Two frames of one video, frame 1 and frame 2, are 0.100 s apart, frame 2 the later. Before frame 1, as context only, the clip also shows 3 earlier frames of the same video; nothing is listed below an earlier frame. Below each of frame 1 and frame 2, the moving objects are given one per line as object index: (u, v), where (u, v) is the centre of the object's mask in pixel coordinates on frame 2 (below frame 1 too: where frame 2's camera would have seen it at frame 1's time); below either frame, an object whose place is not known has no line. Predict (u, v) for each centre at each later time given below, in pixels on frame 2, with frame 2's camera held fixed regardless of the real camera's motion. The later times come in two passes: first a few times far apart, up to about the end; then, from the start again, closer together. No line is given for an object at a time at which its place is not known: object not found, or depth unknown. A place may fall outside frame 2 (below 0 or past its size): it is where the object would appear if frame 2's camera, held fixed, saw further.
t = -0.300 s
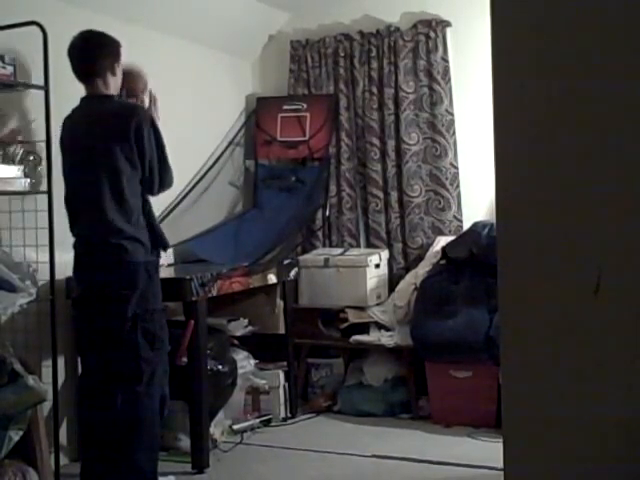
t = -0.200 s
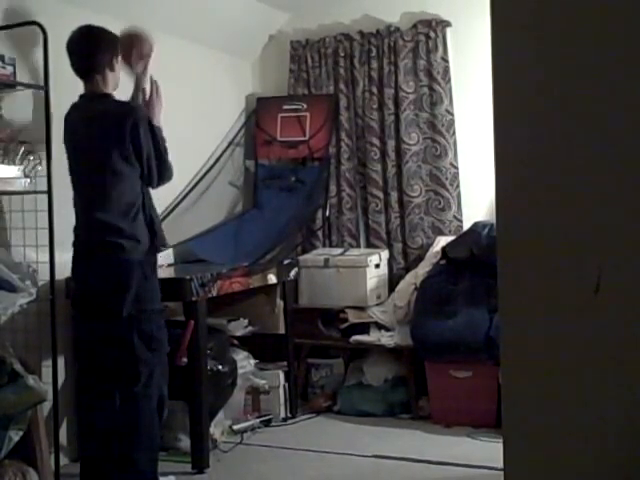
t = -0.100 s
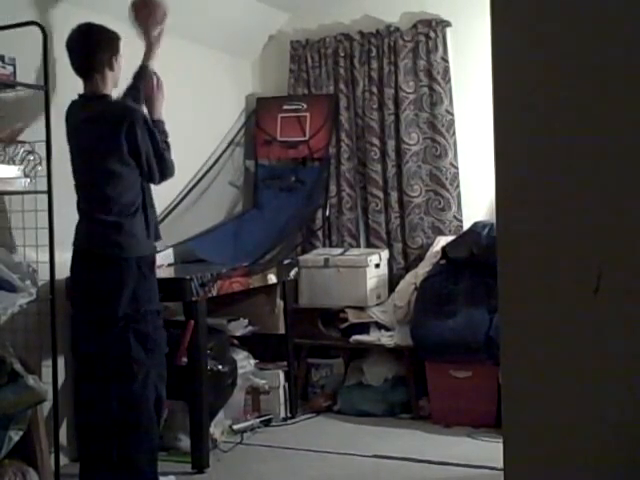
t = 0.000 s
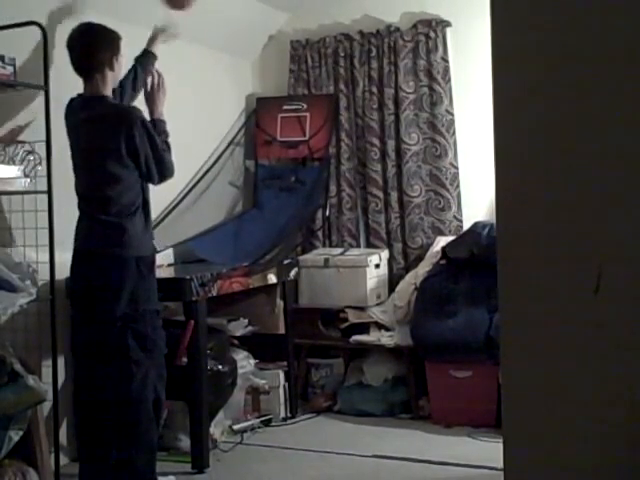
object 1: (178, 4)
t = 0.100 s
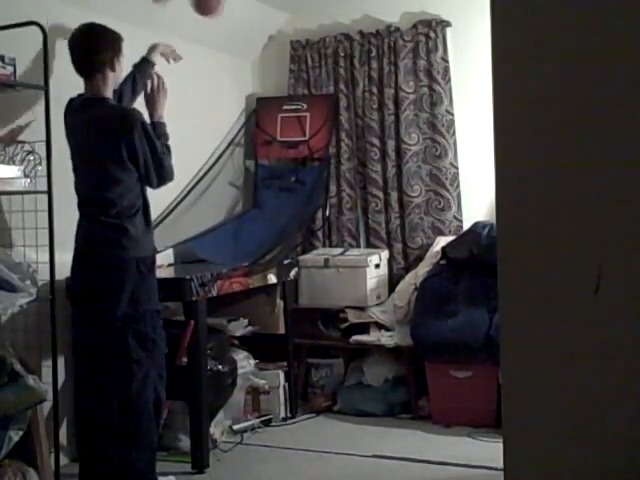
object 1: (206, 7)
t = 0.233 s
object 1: (240, 36)
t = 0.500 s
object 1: (294, 157)
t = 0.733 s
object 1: (280, 174)
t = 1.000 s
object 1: (266, 231)
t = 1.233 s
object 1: (241, 247)
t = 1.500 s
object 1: (214, 252)
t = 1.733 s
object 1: (189, 255)
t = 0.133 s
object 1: (217, 10)
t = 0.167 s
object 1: (225, 15)
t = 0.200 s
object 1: (232, 24)
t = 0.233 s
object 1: (240, 36)
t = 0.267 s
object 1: (247, 49)
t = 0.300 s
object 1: (256, 64)
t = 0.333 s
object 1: (260, 78)
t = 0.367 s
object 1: (269, 98)
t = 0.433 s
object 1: (276, 132)
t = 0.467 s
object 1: (285, 152)
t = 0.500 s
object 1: (294, 157)
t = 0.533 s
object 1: (294, 158)
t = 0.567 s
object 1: (291, 157)
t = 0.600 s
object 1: (285, 160)
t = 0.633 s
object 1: (284, 165)
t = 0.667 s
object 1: (282, 165)
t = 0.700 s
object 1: (281, 169)
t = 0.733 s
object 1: (280, 174)
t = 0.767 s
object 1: (279, 180)
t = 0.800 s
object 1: (279, 188)
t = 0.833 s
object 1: (280, 200)
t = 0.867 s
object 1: (281, 214)
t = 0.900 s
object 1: (277, 223)
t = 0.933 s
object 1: (274, 226)
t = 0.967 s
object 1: (271, 227)
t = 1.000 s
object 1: (266, 231)
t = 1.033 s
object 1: (261, 233)
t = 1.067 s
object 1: (257, 235)
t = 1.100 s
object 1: (255, 237)
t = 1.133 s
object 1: (251, 242)
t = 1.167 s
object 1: (247, 245)
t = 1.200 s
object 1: (243, 246)
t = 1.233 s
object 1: (241, 247)
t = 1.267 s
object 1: (238, 247)
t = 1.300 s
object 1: (236, 246)
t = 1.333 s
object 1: (232, 248)
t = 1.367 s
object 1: (229, 250)
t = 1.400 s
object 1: (225, 250)
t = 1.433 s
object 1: (222, 250)
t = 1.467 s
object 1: (218, 251)
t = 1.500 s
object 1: (214, 252)
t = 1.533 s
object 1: (210, 253)
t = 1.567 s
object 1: (208, 253)
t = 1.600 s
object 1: (204, 254)
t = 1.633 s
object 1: (201, 254)
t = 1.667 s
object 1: (197, 254)
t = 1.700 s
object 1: (192, 254)
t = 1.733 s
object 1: (189, 255)
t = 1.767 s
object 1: (185, 255)
